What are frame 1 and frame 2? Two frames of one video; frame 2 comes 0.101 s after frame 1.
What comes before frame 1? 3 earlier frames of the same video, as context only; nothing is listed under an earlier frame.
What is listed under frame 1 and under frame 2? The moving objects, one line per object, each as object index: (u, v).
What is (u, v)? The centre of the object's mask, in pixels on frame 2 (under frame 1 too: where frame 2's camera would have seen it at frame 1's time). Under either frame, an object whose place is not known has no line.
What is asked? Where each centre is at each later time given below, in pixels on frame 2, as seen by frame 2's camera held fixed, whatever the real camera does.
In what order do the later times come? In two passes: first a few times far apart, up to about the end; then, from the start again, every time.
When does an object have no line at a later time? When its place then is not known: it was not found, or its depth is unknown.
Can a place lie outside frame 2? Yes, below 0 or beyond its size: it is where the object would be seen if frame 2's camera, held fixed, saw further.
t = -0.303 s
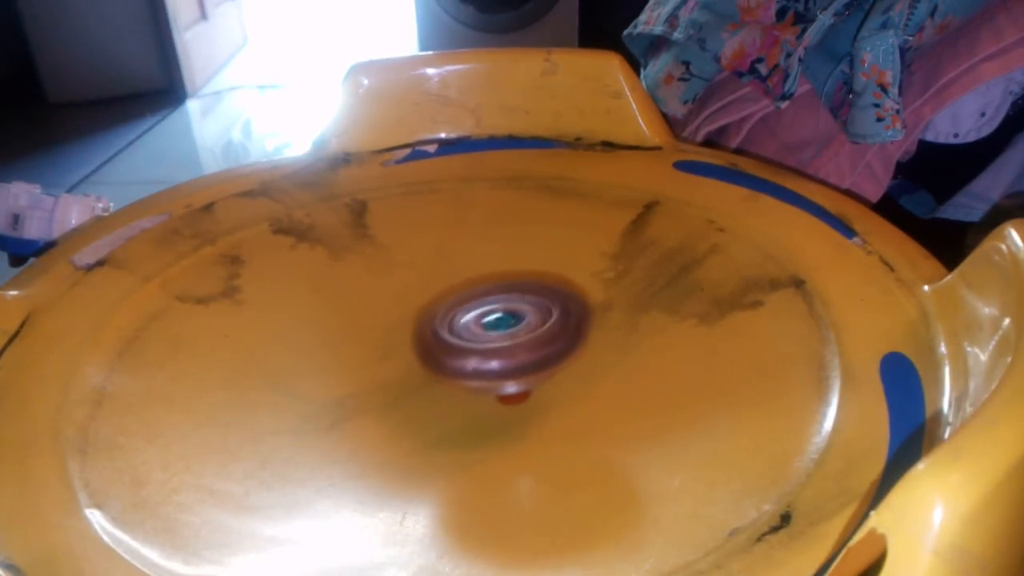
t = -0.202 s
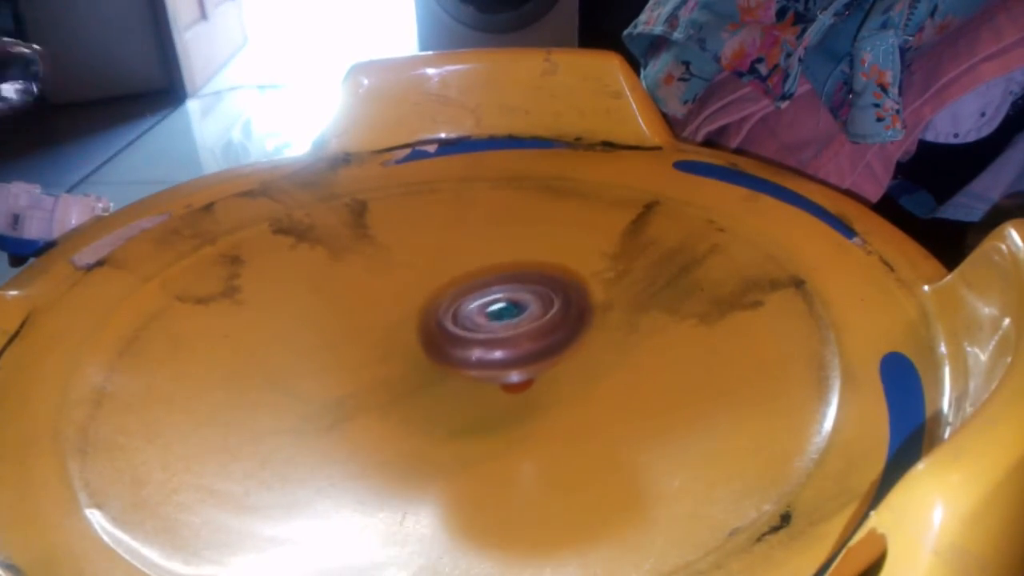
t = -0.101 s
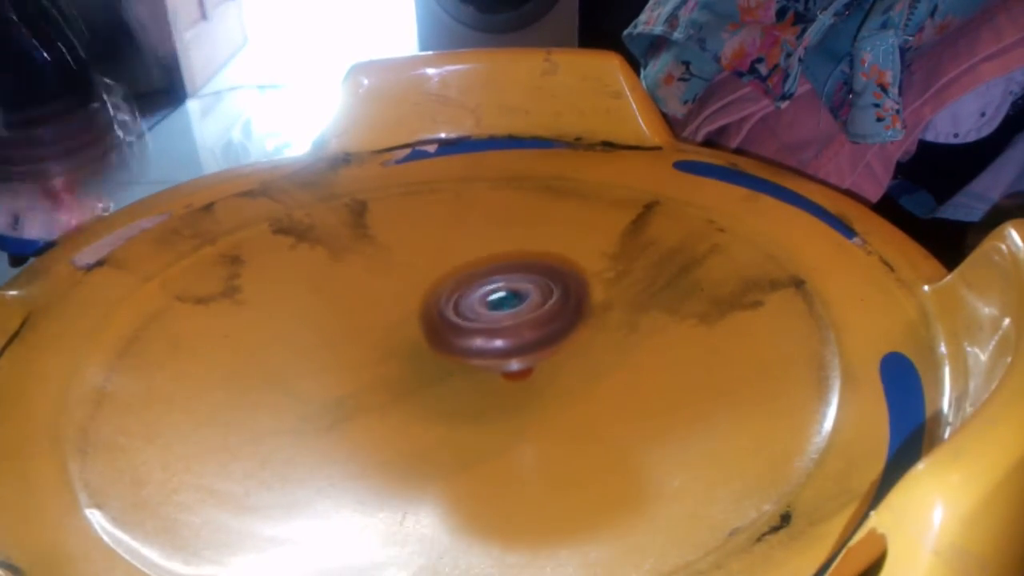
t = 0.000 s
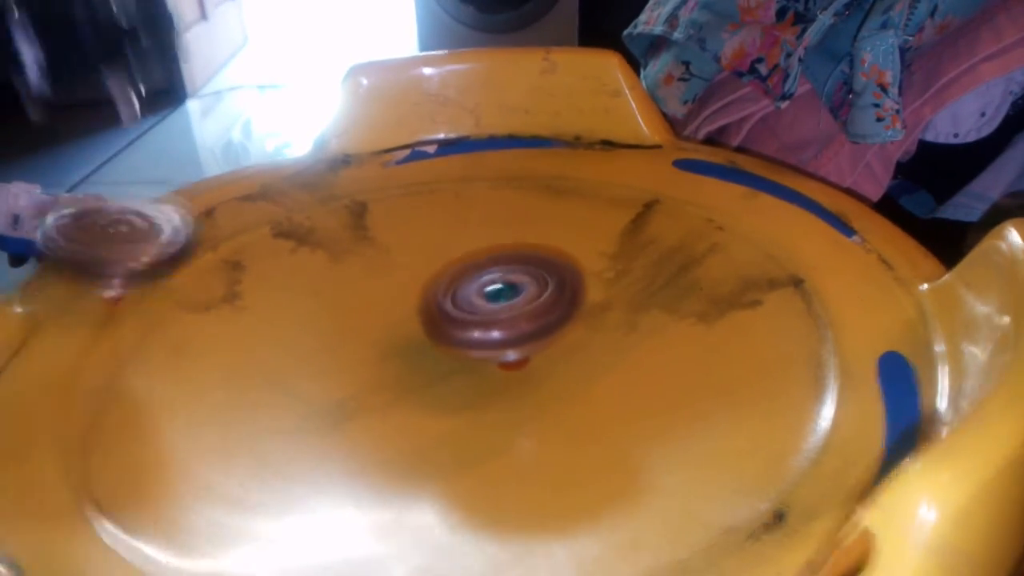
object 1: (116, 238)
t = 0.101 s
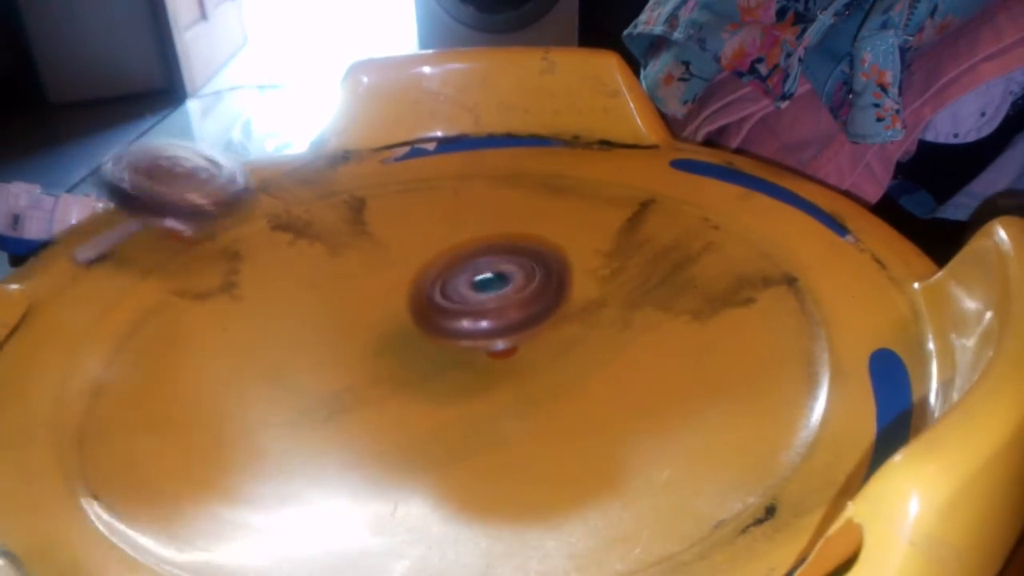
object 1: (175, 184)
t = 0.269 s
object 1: (312, 199)
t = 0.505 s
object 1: (451, 213)
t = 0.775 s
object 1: (510, 231)
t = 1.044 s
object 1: (493, 221)
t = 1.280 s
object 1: (510, 249)
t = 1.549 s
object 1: (623, 240)
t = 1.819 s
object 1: (525, 256)
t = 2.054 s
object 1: (507, 308)
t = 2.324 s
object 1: (673, 284)
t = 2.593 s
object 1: (501, 236)
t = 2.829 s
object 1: (359, 284)
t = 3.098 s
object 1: (333, 336)
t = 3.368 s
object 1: (392, 247)
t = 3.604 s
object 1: (319, 241)
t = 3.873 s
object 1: (409, 305)
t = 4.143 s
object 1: (413, 305)
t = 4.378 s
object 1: (446, 358)
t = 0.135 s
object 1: (201, 187)
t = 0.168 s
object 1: (225, 183)
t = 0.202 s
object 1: (254, 188)
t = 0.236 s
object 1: (285, 193)
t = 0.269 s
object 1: (312, 199)
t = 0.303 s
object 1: (344, 208)
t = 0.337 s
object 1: (379, 216)
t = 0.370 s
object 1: (398, 214)
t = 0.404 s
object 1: (414, 212)
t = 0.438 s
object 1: (427, 210)
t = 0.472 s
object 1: (440, 211)
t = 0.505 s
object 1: (451, 213)
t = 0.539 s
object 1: (462, 216)
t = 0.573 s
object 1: (470, 220)
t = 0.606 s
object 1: (478, 224)
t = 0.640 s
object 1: (484, 229)
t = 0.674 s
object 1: (491, 235)
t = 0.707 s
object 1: (497, 241)
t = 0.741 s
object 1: (504, 236)
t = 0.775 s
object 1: (510, 231)
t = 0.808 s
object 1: (513, 226)
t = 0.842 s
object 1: (515, 222)
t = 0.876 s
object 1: (515, 219)
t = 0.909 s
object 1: (512, 217)
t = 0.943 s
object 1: (509, 217)
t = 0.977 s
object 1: (504, 217)
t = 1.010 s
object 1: (498, 219)
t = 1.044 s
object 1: (493, 221)
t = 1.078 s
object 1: (488, 224)
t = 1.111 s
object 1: (486, 228)
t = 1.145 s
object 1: (486, 232)
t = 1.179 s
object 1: (489, 236)
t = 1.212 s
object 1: (495, 240)
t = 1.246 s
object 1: (502, 245)
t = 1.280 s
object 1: (510, 249)
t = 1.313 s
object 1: (520, 252)
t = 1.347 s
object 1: (531, 255)
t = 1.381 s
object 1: (549, 256)
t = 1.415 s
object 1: (571, 254)
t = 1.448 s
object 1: (592, 251)
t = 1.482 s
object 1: (609, 247)
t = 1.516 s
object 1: (617, 243)
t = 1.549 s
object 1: (623, 240)
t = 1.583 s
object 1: (624, 236)
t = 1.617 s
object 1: (622, 232)
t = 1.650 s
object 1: (617, 230)
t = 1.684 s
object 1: (606, 228)
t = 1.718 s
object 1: (590, 229)
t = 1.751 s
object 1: (569, 235)
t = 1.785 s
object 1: (545, 247)
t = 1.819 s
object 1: (525, 256)
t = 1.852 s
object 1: (518, 255)
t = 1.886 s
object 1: (512, 256)
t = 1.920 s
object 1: (505, 262)
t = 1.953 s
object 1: (500, 271)
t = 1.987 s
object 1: (499, 282)
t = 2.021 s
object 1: (500, 296)
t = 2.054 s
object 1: (507, 308)
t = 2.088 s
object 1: (517, 320)
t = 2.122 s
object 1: (544, 324)
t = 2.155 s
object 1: (578, 325)
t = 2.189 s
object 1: (608, 323)
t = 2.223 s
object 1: (635, 318)
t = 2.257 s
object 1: (656, 308)
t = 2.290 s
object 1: (669, 297)
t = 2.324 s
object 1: (673, 284)
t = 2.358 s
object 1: (665, 273)
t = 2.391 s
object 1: (651, 263)
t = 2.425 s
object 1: (628, 254)
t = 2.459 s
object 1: (600, 253)
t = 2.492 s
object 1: (566, 253)
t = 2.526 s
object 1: (531, 255)
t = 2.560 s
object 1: (514, 245)
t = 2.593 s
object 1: (501, 236)
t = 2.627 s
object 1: (483, 232)
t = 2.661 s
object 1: (462, 232)
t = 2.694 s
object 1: (438, 236)
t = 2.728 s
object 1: (416, 245)
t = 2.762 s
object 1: (392, 260)
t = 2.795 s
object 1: (373, 272)
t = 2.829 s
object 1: (359, 284)
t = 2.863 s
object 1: (348, 289)
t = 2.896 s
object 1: (339, 298)
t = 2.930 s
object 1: (331, 309)
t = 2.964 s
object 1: (326, 313)
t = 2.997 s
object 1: (324, 316)
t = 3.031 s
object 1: (325, 321)
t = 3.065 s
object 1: (326, 328)
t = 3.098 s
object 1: (333, 336)
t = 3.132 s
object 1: (349, 343)
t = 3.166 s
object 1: (366, 329)
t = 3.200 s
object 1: (380, 312)
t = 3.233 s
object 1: (389, 293)
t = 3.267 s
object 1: (396, 279)
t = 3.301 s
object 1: (397, 268)
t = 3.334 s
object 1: (396, 257)
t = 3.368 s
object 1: (392, 247)
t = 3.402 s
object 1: (384, 238)
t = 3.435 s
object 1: (375, 231)
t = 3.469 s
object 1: (364, 226)
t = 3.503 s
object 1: (352, 225)
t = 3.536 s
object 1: (337, 226)
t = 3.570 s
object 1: (326, 231)
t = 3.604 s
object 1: (319, 241)
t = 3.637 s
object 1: (319, 255)
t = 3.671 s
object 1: (330, 271)
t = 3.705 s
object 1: (350, 284)
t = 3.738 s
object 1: (375, 296)
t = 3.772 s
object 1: (406, 304)
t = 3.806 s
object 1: (421, 302)
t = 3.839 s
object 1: (415, 305)
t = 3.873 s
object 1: (409, 305)
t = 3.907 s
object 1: (406, 302)
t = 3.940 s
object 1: (404, 300)
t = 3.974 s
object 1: (402, 299)
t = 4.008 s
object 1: (401, 299)
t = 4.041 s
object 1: (404, 300)
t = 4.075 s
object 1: (407, 302)
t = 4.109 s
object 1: (412, 302)
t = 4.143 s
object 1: (413, 305)
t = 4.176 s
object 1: (404, 313)
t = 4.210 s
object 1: (397, 322)
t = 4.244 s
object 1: (394, 333)
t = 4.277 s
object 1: (399, 343)
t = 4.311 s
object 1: (410, 352)
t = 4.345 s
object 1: (427, 357)
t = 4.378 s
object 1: (446, 358)
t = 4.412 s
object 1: (467, 354)
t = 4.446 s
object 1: (485, 345)
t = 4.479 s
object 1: (499, 334)
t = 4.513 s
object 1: (508, 321)
